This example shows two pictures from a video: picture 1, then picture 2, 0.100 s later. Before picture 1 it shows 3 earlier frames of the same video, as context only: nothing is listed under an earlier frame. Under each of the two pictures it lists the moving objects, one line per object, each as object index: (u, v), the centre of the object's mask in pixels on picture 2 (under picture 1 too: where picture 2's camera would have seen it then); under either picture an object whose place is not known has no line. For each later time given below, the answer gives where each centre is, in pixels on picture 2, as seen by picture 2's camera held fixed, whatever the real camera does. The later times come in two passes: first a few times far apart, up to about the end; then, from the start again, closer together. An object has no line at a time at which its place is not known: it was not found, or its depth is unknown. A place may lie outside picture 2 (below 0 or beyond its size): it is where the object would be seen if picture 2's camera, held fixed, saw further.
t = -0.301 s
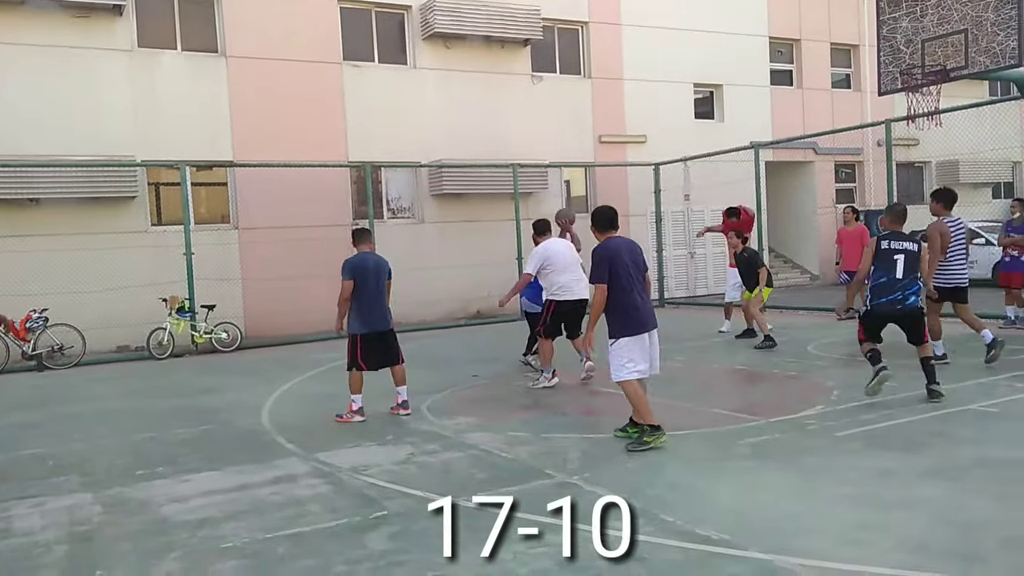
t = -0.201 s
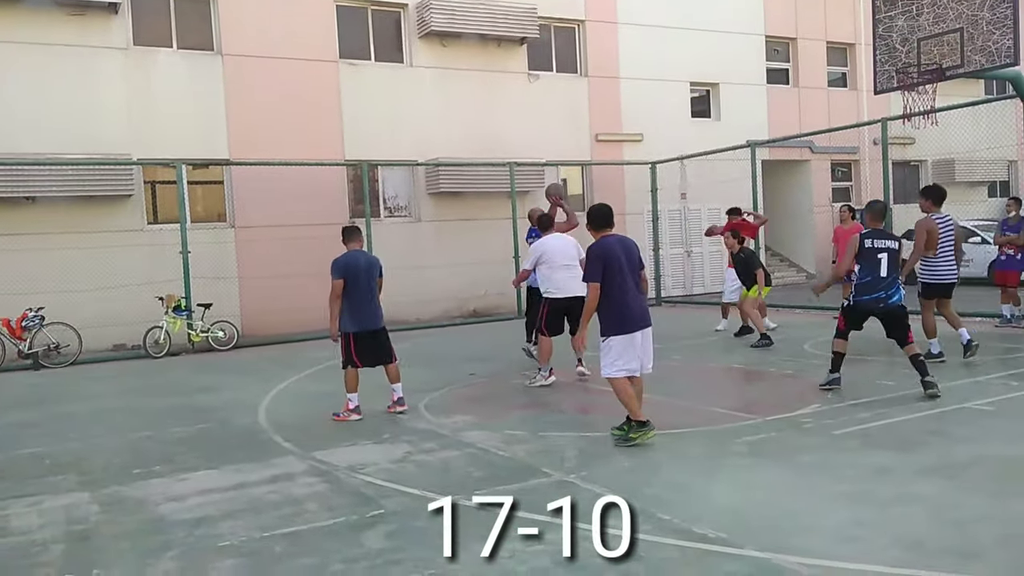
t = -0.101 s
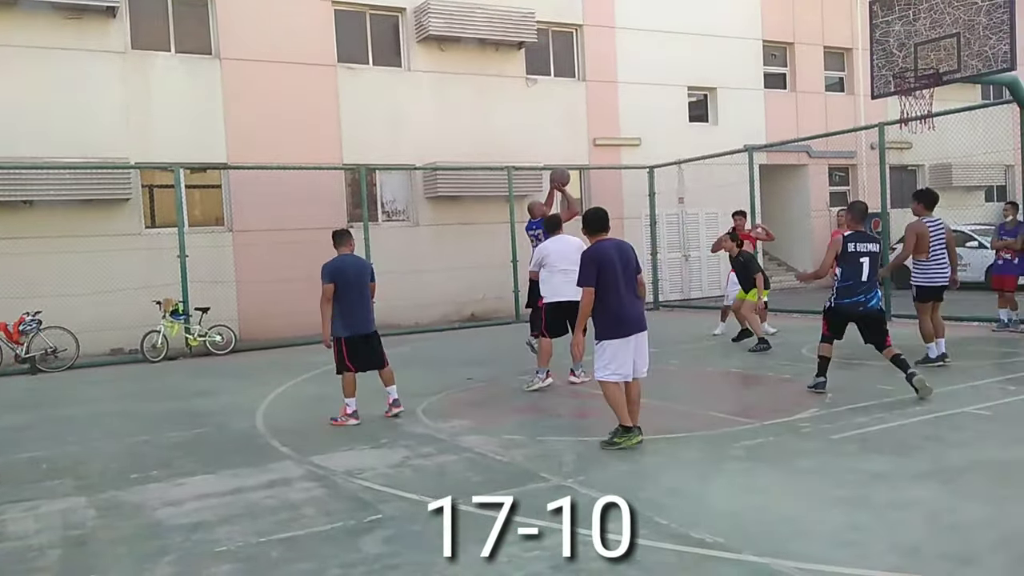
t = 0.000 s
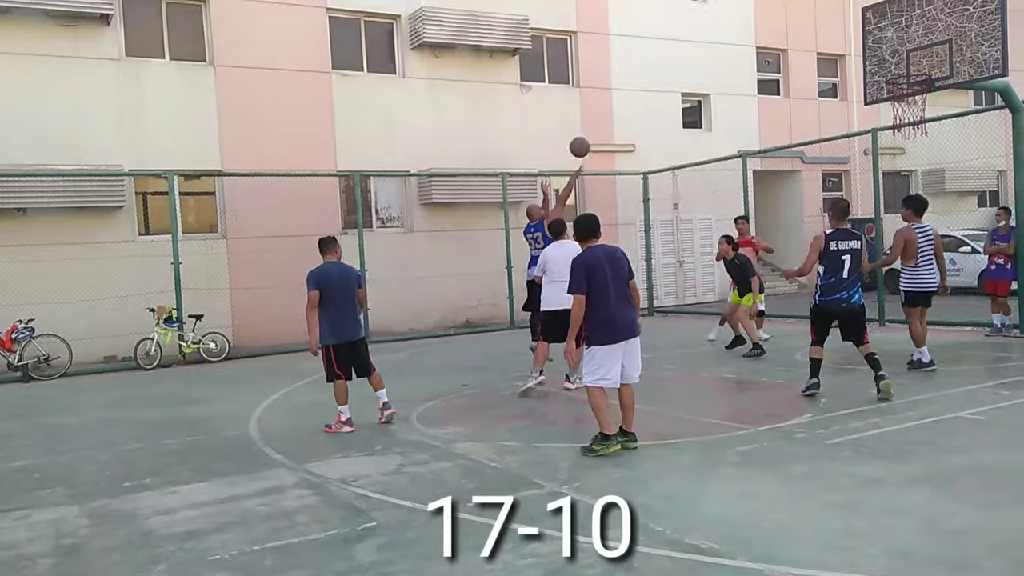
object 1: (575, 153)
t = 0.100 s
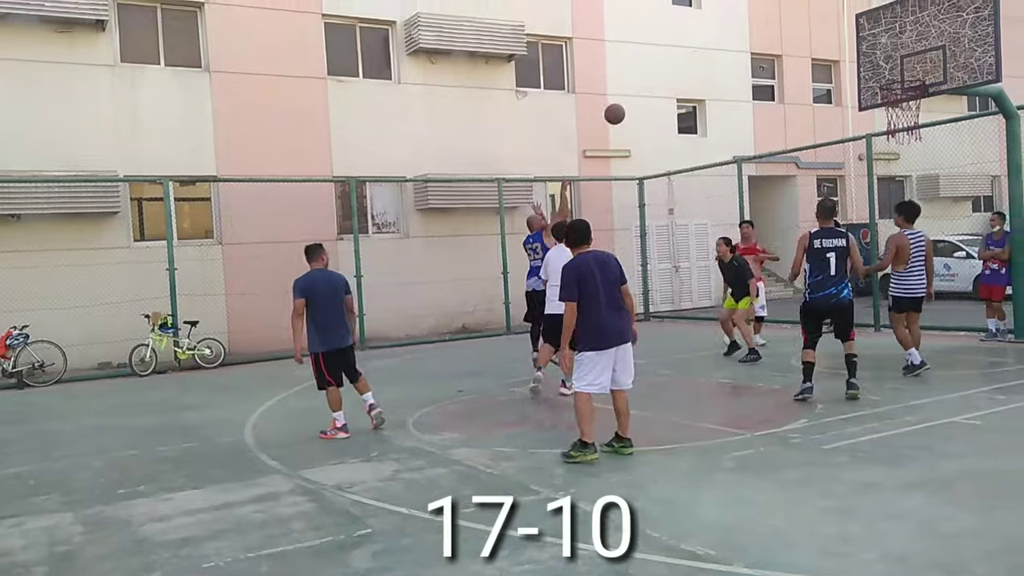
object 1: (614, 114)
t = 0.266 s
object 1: (681, 68)
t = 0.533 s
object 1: (790, 44)
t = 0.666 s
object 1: (844, 56)
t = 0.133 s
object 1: (628, 102)
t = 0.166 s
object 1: (641, 92)
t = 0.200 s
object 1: (655, 83)
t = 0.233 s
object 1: (668, 75)
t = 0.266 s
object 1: (681, 68)
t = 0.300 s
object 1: (695, 61)
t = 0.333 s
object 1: (709, 56)
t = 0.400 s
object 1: (735, 48)
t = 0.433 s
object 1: (749, 46)
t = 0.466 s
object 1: (762, 44)
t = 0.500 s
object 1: (776, 44)
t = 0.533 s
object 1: (790, 44)
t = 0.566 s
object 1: (803, 46)
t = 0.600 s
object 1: (817, 48)
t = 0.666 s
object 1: (844, 56)
